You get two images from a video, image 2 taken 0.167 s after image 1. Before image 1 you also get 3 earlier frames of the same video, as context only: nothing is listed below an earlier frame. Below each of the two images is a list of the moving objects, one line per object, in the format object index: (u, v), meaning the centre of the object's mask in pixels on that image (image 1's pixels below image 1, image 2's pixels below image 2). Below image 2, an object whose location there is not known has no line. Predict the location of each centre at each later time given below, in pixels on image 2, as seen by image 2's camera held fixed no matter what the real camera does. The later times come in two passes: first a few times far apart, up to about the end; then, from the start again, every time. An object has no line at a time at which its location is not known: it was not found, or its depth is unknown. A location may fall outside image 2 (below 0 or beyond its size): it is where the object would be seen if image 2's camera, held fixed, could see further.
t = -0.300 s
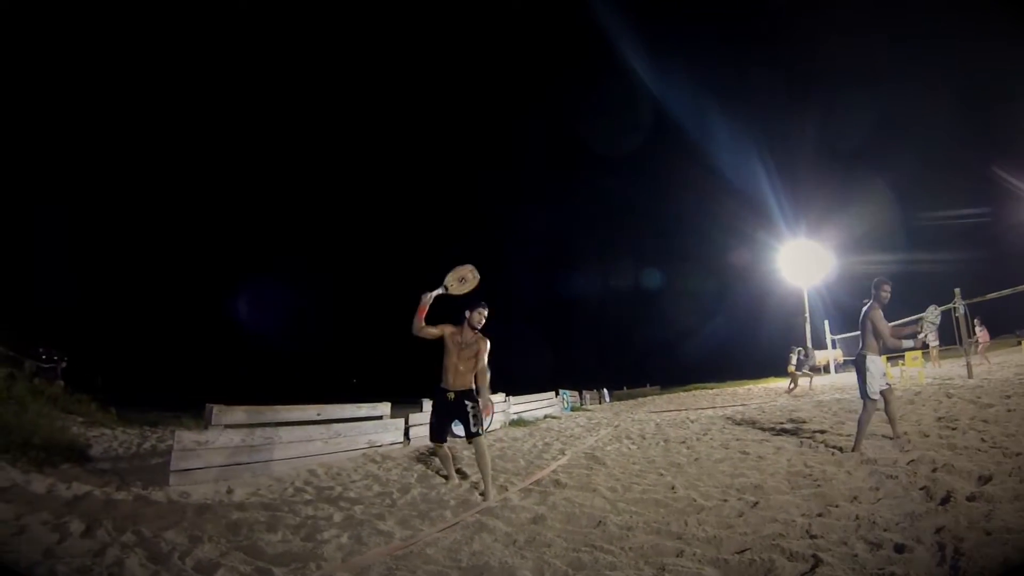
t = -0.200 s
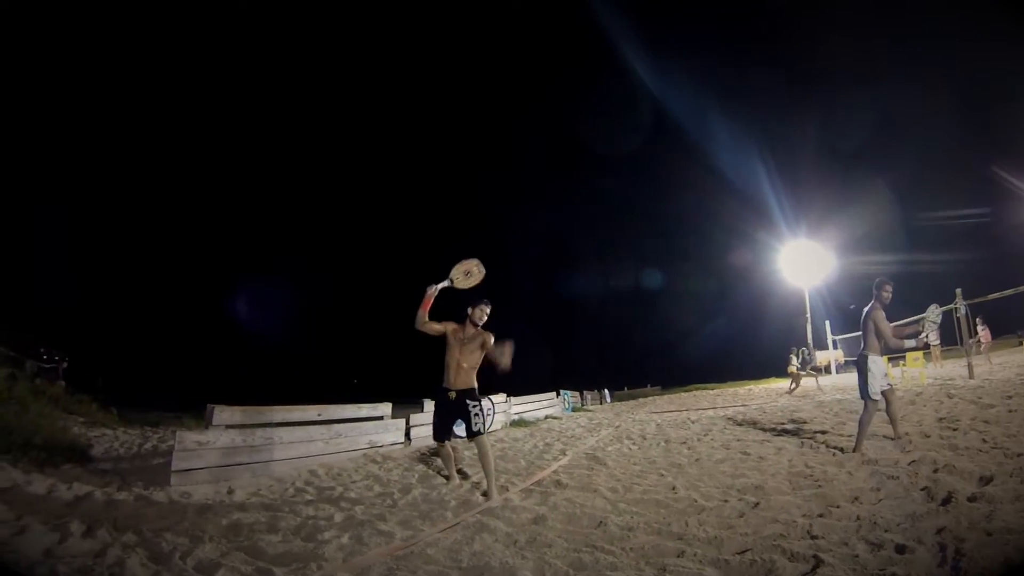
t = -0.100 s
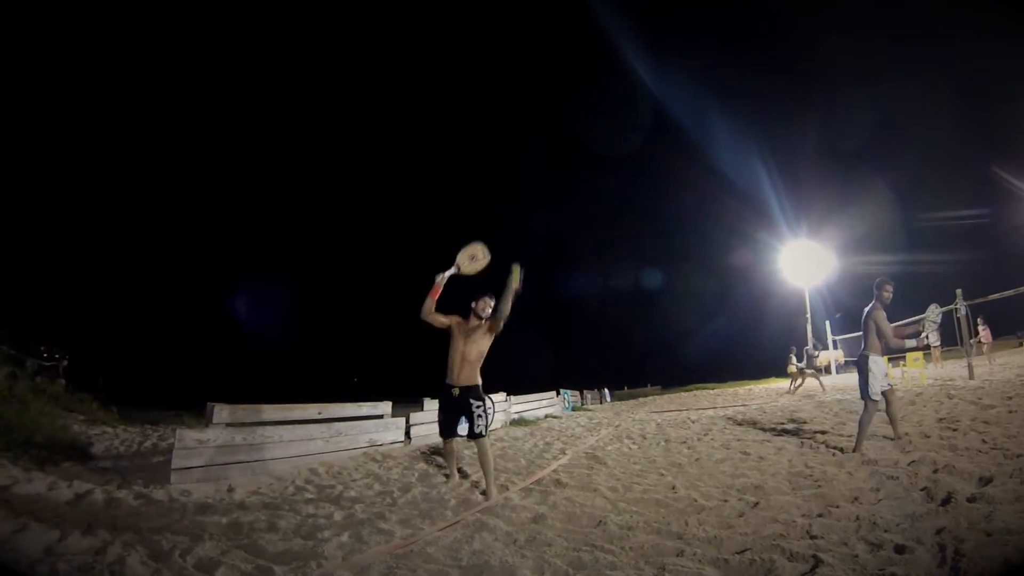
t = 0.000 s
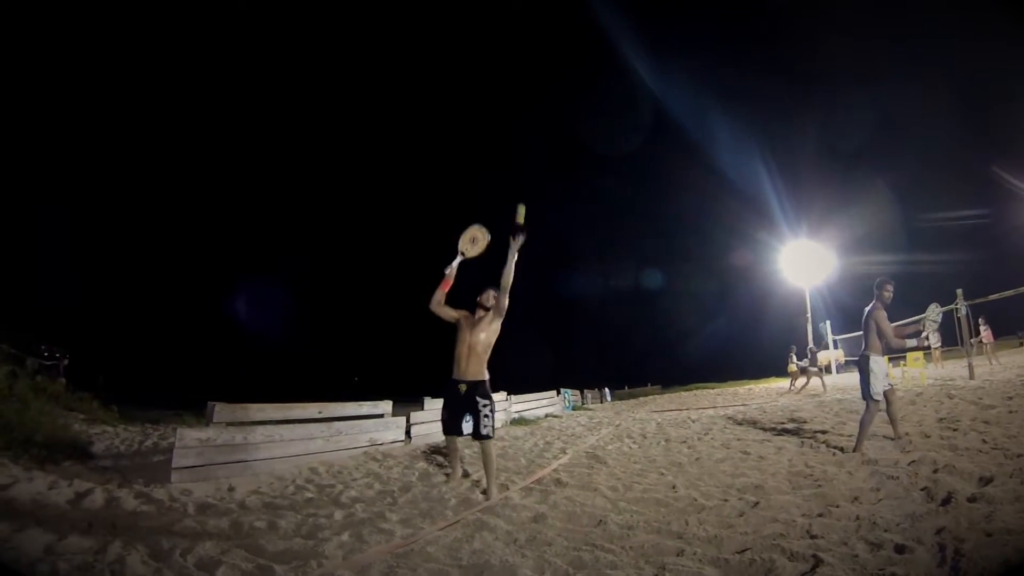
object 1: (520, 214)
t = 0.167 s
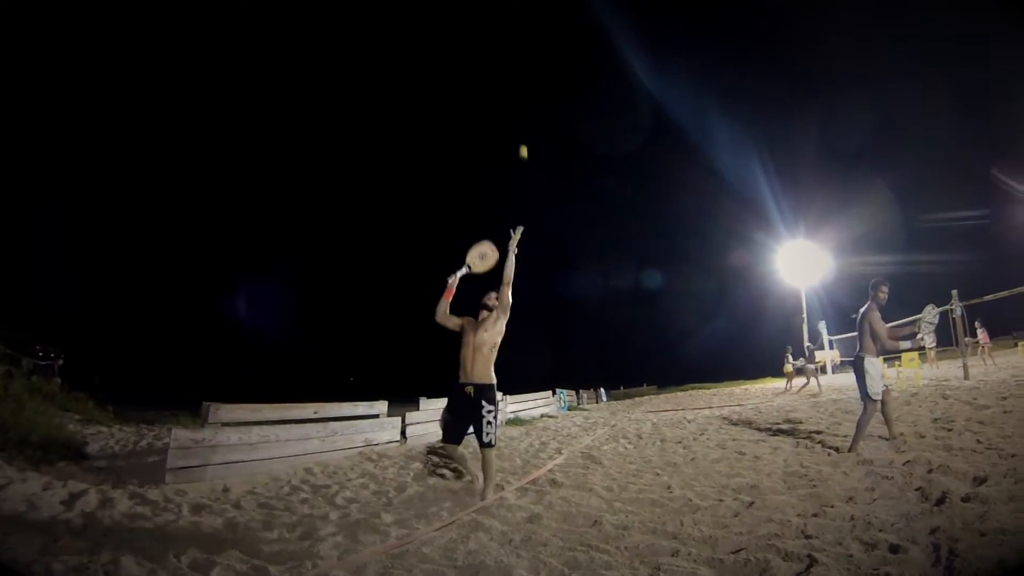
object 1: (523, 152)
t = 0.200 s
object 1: (523, 144)
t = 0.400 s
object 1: (523, 123)
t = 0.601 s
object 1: (519, 139)
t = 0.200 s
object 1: (523, 144)
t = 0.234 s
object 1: (523, 137)
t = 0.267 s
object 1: (524, 132)
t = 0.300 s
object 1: (523, 128)
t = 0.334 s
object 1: (523, 125)
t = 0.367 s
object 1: (523, 124)
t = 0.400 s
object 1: (523, 123)
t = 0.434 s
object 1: (523, 123)
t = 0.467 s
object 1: (523, 124)
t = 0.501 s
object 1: (522, 126)
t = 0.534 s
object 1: (521, 129)
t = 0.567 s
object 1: (520, 133)
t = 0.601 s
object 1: (519, 139)
